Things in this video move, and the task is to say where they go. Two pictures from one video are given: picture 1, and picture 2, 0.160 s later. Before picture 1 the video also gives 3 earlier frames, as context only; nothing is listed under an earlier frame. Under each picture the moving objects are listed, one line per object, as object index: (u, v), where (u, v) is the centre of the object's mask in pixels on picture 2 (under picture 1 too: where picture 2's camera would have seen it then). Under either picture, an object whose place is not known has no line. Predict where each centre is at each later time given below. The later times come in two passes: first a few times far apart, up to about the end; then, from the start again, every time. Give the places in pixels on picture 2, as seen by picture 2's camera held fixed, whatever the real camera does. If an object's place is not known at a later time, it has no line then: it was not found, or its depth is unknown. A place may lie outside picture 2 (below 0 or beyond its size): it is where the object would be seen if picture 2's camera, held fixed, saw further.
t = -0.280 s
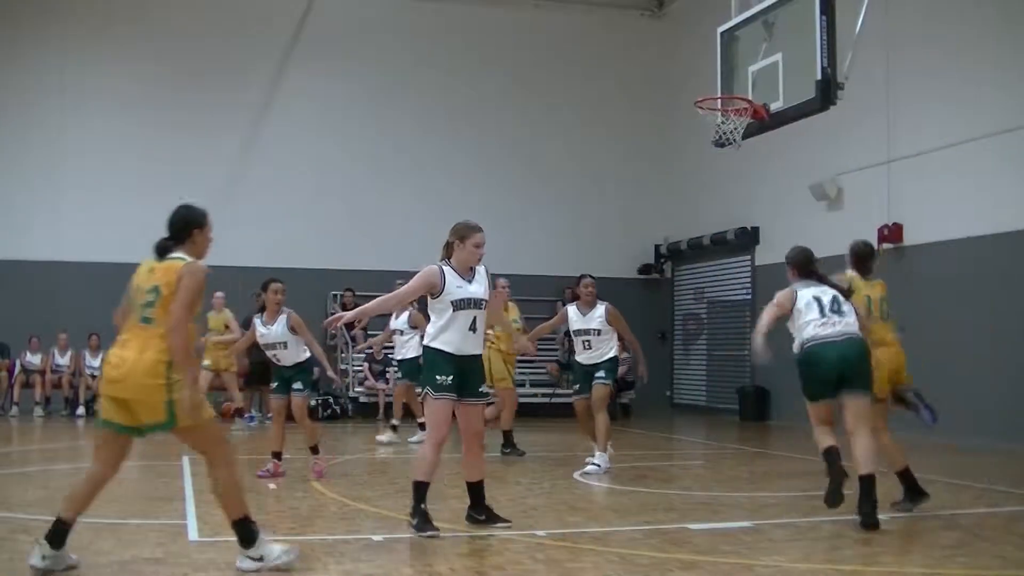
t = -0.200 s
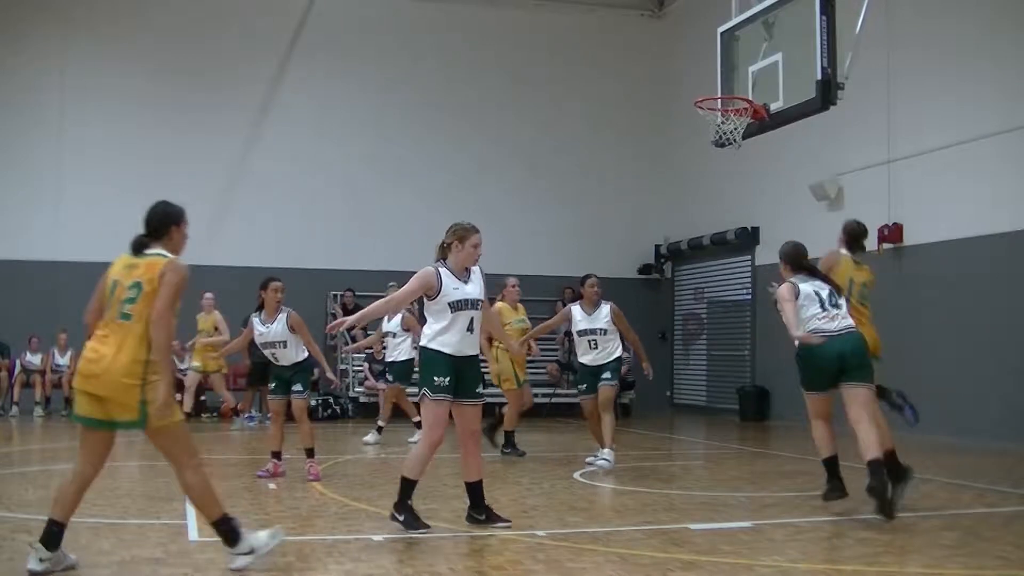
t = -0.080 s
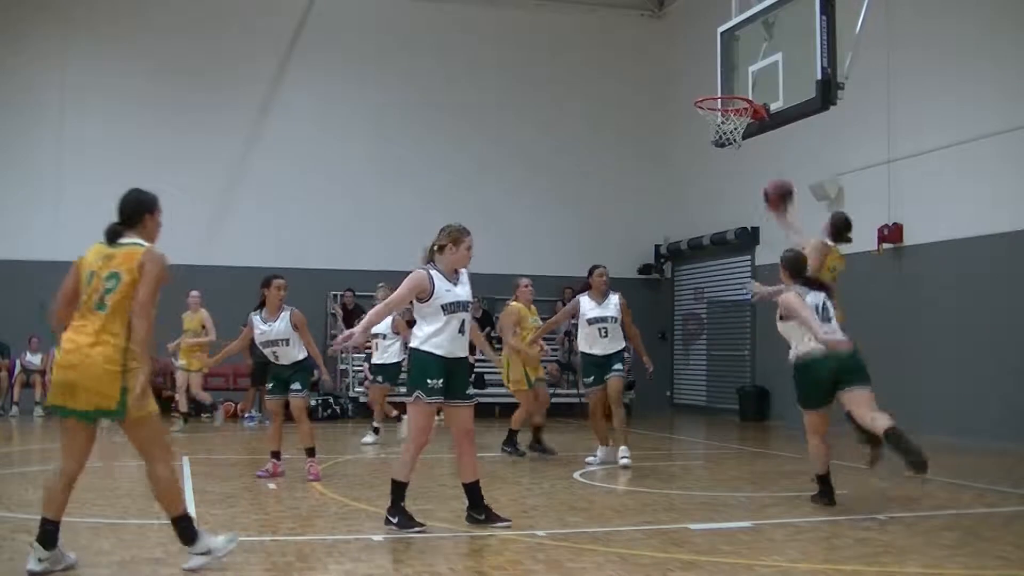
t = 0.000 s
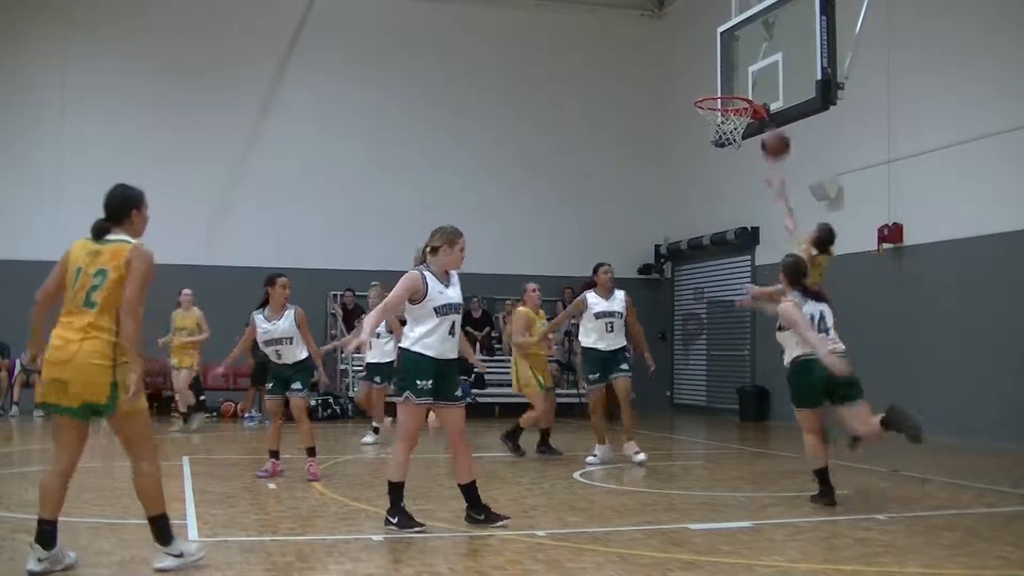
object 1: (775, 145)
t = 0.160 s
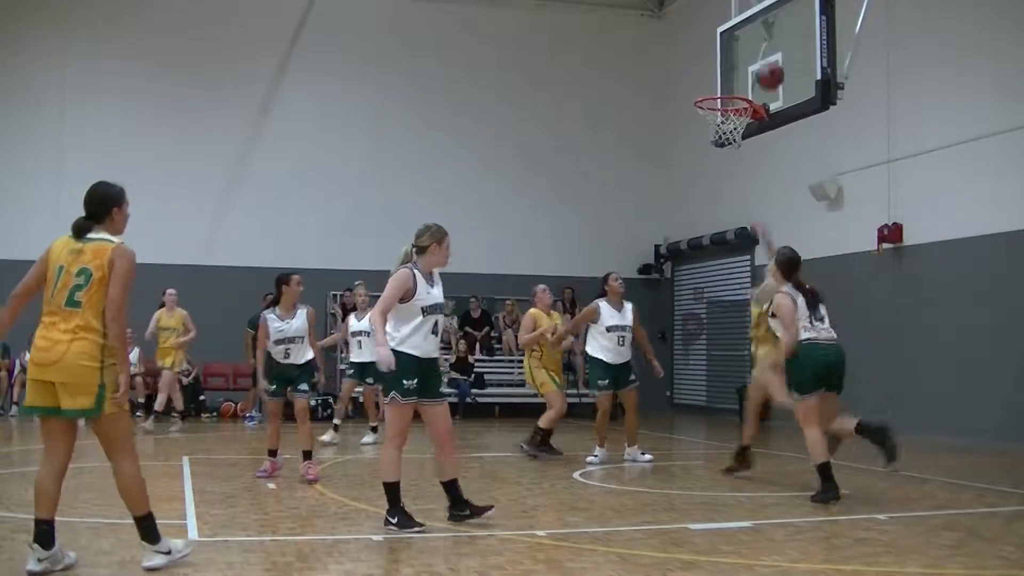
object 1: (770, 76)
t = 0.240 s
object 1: (767, 54)
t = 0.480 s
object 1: (744, 40)
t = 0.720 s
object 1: (713, 92)
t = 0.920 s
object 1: (704, 73)
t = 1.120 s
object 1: (693, 91)
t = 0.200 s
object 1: (769, 65)
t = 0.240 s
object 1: (767, 54)
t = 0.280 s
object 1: (766, 49)
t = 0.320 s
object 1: (764, 41)
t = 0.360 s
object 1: (758, 39)
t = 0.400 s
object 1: (753, 38)
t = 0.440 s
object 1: (748, 38)
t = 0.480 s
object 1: (744, 40)
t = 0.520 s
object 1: (739, 45)
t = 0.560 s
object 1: (733, 49)
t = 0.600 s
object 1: (729, 59)
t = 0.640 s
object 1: (724, 68)
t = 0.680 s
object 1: (719, 80)
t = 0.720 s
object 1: (713, 92)
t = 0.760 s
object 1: (713, 88)
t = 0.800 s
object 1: (710, 84)
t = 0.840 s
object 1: (707, 79)
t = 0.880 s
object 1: (706, 75)
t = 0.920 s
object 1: (704, 73)
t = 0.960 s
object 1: (702, 73)
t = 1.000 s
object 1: (700, 76)
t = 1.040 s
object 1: (698, 79)
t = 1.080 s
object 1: (696, 85)
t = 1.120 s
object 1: (693, 91)
